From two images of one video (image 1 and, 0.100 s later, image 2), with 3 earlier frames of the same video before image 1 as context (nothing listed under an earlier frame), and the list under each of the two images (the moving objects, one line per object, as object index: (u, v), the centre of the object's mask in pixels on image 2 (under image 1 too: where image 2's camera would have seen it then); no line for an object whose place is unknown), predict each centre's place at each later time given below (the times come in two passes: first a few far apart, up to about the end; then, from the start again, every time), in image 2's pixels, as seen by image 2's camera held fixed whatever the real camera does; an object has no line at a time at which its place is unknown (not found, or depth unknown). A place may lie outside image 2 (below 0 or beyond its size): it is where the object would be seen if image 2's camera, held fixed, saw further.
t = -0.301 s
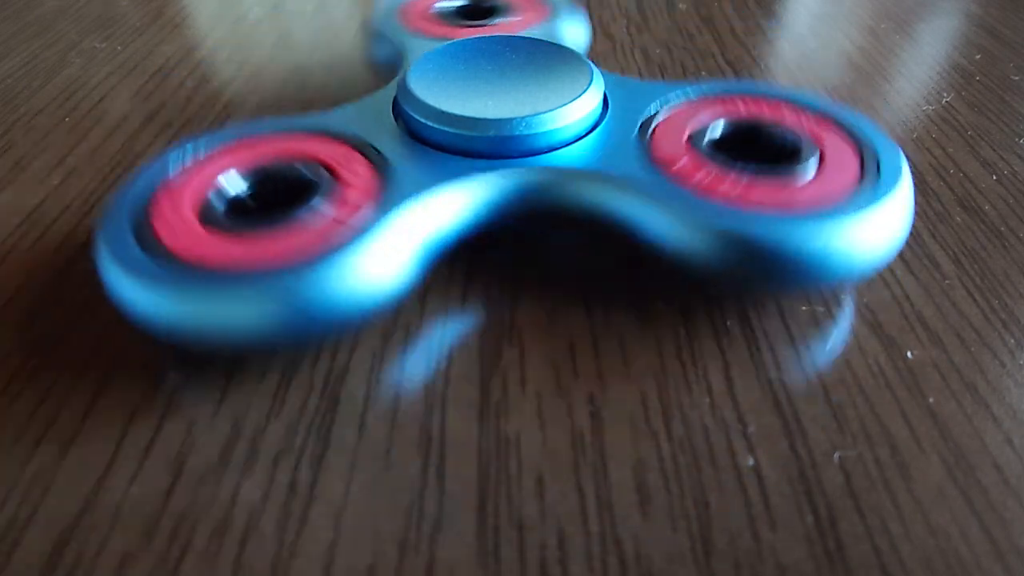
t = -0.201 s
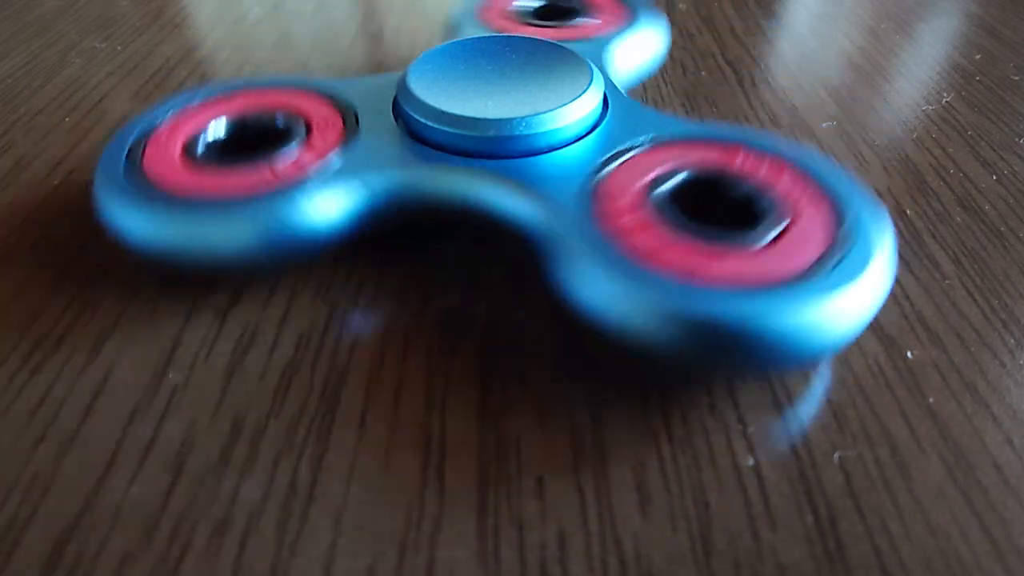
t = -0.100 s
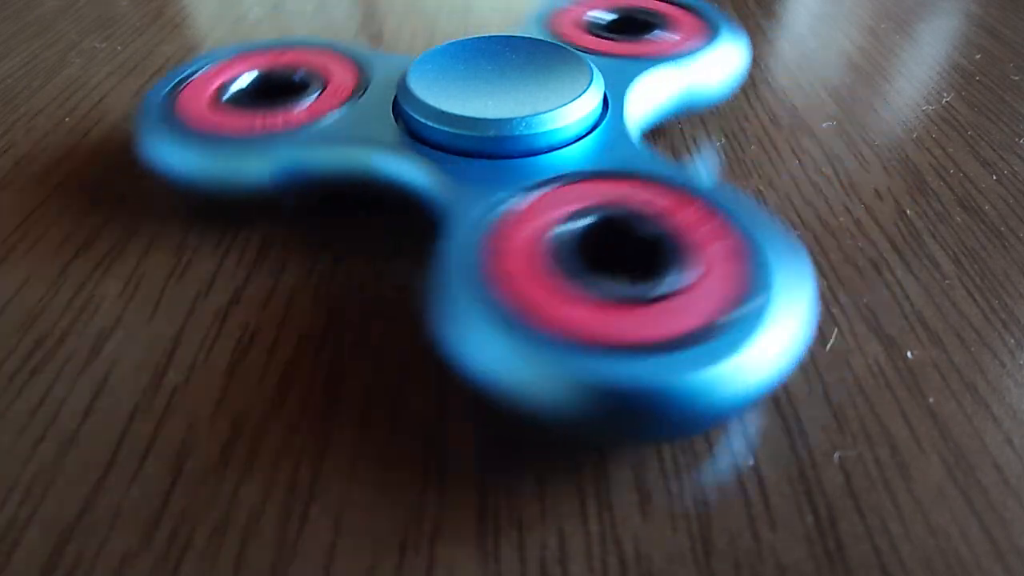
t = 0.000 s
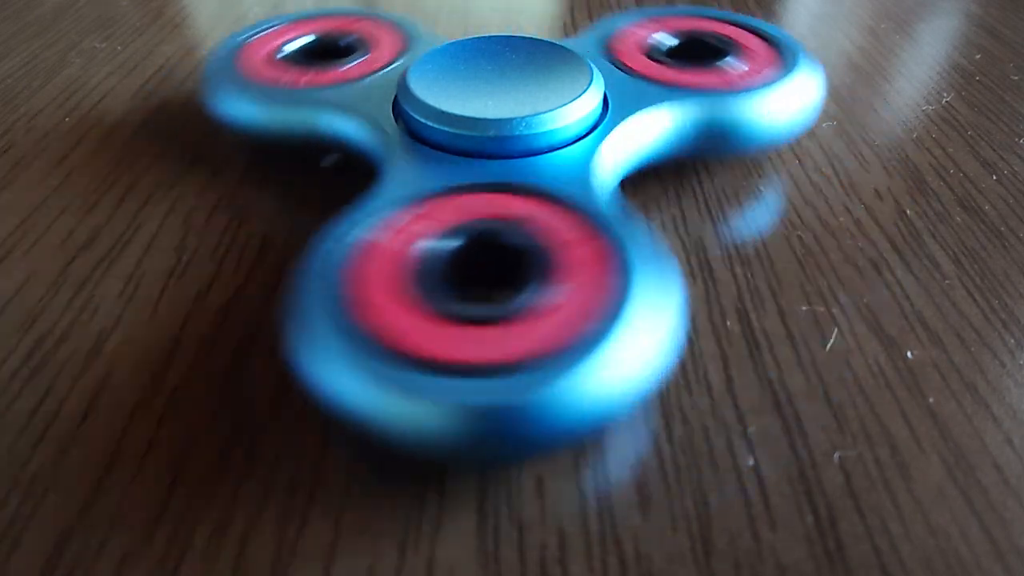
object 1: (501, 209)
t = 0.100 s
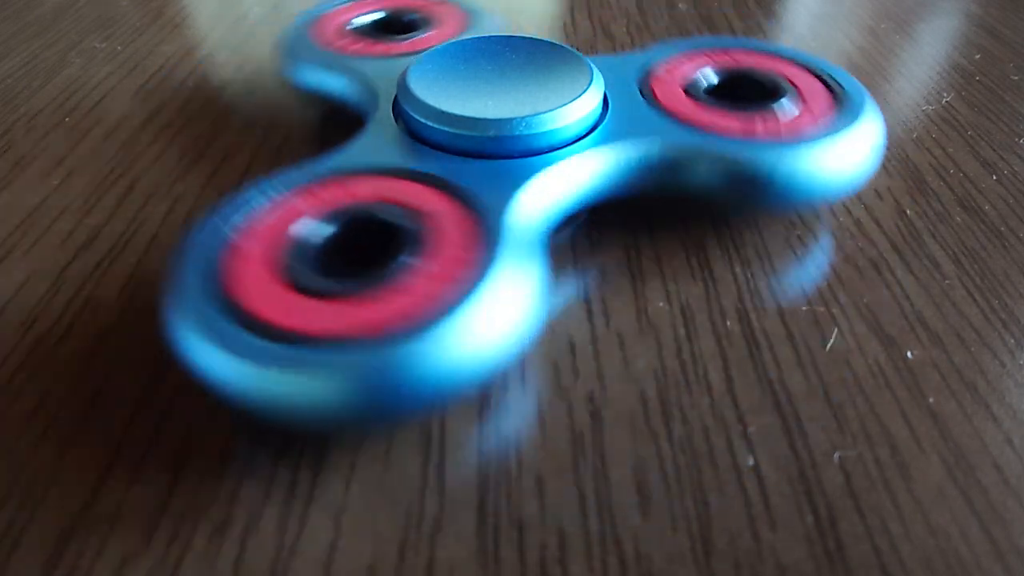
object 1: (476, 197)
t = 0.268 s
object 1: (512, 179)
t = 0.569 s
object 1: (482, 204)
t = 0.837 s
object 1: (526, 183)
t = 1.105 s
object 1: (480, 203)
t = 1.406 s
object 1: (534, 191)
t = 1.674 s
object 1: (476, 196)
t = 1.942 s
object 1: (534, 191)
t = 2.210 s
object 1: (474, 196)
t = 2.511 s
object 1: (534, 196)
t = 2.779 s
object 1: (474, 192)
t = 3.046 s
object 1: (535, 194)
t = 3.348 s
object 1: (476, 190)
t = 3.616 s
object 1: (535, 196)
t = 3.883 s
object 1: (473, 193)
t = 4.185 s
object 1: (533, 197)
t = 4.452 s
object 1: (474, 193)
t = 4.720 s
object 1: (534, 190)
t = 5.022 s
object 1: (475, 195)
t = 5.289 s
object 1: (532, 189)
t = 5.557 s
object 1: (480, 202)
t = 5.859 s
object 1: (528, 186)
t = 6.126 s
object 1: (485, 205)
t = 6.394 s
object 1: (513, 179)
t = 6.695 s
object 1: (496, 208)
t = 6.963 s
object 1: (499, 179)
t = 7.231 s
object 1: (519, 207)
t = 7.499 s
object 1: (478, 186)
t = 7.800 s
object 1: (530, 201)
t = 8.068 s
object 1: (474, 195)
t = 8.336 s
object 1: (528, 183)
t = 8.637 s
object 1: (484, 204)
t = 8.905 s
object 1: (508, 179)
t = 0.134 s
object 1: (476, 191)
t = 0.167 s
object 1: (480, 185)
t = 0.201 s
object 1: (488, 180)
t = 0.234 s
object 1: (500, 179)
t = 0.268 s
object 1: (512, 179)
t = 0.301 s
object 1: (522, 181)
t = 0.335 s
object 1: (531, 186)
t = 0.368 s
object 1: (534, 193)
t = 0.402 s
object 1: (534, 199)
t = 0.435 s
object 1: (527, 204)
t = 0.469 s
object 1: (518, 208)
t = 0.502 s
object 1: (505, 209)
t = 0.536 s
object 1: (493, 208)
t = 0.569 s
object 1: (482, 204)
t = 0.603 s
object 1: (476, 199)
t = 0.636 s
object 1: (473, 193)
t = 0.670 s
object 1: (475, 187)
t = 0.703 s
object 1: (482, 182)
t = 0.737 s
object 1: (493, 180)
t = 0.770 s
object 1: (505, 178)
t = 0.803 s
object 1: (516, 179)
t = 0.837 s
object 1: (526, 183)
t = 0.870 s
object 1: (533, 189)
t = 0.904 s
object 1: (534, 196)
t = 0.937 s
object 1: (531, 202)
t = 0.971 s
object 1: (522, 207)
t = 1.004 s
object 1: (512, 209)
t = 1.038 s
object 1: (499, 209)
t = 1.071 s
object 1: (488, 207)
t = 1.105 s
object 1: (480, 203)
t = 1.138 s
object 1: (475, 197)
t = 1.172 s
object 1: (475, 191)
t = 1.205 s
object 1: (479, 186)
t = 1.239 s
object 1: (487, 180)
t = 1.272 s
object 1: (498, 178)
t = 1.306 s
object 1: (510, 178)
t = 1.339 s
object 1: (521, 180)
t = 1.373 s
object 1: (529, 184)
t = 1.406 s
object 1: (534, 191)
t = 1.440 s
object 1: (535, 198)
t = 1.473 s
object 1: (531, 203)
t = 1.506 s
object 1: (521, 208)
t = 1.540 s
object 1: (510, 209)
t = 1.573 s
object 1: (498, 208)
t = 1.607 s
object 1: (487, 206)
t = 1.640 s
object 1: (480, 201)
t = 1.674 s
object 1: (476, 196)
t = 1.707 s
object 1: (476, 191)
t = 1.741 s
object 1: (480, 185)
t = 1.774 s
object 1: (487, 180)
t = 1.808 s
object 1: (498, 179)
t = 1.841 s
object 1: (510, 179)
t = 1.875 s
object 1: (520, 181)
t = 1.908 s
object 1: (529, 186)
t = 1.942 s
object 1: (534, 191)
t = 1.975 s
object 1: (534, 198)
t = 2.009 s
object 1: (529, 203)
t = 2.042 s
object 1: (521, 207)
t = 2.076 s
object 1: (510, 209)
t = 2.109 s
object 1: (498, 208)
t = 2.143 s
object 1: (486, 207)
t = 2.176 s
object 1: (479, 201)
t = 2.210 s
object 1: (474, 196)
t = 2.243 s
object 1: (475, 191)
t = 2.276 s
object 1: (478, 186)
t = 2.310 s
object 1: (486, 181)
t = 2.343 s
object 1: (496, 179)
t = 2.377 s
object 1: (508, 179)
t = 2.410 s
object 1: (519, 181)
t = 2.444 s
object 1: (528, 185)
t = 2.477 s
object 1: (534, 192)
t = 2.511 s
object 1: (534, 196)
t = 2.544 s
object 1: (530, 203)
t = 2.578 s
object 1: (521, 207)
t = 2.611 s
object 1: (511, 209)
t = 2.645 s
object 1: (500, 209)
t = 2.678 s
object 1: (489, 207)
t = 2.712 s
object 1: (480, 203)
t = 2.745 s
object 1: (475, 198)
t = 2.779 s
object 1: (474, 192)
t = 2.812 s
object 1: (478, 186)
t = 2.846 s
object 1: (485, 181)
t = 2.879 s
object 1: (494, 179)
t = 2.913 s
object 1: (505, 177)
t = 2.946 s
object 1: (517, 179)
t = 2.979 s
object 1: (526, 182)
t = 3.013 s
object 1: (532, 188)
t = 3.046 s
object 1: (535, 194)
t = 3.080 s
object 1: (532, 200)
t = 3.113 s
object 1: (527, 205)
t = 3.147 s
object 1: (517, 207)
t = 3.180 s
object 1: (506, 209)
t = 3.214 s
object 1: (495, 208)
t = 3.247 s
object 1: (485, 205)
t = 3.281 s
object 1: (479, 201)
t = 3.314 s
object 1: (476, 195)
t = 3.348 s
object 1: (476, 190)
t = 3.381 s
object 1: (481, 184)
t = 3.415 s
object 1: (487, 180)
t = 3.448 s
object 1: (498, 179)
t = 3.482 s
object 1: (510, 179)
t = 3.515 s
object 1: (520, 181)
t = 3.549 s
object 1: (528, 185)
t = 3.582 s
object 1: (534, 190)
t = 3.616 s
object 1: (535, 196)
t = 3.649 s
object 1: (531, 202)
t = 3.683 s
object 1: (523, 206)
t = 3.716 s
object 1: (513, 208)
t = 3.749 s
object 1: (502, 209)
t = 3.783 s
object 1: (491, 207)
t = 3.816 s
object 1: (481, 204)
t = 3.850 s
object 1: (475, 199)
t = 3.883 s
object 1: (473, 193)
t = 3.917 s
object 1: (476, 188)
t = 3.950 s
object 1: (481, 183)
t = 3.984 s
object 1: (489, 179)
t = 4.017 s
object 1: (500, 179)
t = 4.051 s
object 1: (511, 179)
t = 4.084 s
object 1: (520, 182)
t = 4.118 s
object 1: (529, 186)
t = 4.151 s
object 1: (534, 191)
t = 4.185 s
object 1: (533, 197)
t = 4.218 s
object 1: (530, 203)
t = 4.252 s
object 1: (522, 207)
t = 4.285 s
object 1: (511, 209)
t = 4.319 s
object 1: (500, 209)
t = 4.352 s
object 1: (490, 207)
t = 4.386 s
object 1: (481, 203)
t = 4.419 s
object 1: (476, 198)
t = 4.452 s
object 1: (474, 193)
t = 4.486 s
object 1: (476, 188)
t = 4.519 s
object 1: (482, 183)
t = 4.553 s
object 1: (489, 179)
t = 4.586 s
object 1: (500, 178)
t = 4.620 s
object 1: (511, 178)
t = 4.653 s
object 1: (521, 181)
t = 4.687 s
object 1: (529, 185)
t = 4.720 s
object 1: (534, 190)
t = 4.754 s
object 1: (535, 196)
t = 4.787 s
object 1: (531, 202)
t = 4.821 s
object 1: (524, 207)
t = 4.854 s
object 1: (515, 208)
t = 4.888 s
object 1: (504, 209)
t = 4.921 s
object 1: (493, 207)
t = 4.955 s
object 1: (484, 204)
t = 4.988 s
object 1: (478, 200)
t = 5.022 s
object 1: (475, 195)
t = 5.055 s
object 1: (477, 190)
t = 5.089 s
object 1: (481, 185)
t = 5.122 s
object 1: (488, 181)
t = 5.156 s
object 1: (498, 179)
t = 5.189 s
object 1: (508, 179)
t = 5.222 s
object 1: (518, 181)
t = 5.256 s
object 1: (526, 184)
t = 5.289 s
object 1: (532, 189)
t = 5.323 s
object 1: (535, 194)
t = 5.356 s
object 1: (533, 200)
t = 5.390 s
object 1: (527, 205)
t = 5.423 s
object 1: (518, 208)
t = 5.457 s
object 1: (508, 209)
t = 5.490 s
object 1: (497, 208)
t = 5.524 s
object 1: (487, 206)
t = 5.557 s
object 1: (480, 202)
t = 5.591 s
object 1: (474, 197)
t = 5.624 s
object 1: (473, 192)
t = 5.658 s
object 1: (476, 188)
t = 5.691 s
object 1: (482, 183)
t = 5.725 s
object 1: (490, 180)
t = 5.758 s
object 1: (501, 179)
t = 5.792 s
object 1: (511, 179)
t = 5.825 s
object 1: (521, 181)
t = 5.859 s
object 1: (528, 186)
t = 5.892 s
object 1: (534, 191)
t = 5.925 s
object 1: (534, 197)
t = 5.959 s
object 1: (530, 201)
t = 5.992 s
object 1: (524, 206)
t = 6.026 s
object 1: (515, 208)
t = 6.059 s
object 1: (505, 209)
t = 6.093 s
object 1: (494, 208)
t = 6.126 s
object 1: (485, 205)
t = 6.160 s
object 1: (479, 201)
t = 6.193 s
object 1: (474, 196)
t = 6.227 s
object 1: (475, 191)
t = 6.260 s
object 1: (478, 187)
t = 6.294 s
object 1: (484, 182)
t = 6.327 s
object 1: (492, 179)
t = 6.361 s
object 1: (502, 178)
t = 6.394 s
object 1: (513, 179)
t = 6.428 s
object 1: (522, 181)
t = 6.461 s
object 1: (530, 185)
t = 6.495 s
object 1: (534, 191)
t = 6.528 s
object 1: (534, 196)
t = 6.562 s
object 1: (532, 201)
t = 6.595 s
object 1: (525, 205)
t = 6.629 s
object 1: (516, 207)
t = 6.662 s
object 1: (506, 208)
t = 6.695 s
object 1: (496, 208)
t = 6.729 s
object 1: (486, 206)
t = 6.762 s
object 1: (480, 202)
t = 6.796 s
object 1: (476, 198)
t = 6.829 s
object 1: (474, 193)
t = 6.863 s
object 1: (477, 188)
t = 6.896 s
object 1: (483, 184)
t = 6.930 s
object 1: (491, 180)
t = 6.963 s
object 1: (499, 179)
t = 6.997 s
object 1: (510, 179)
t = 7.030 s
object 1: (518, 181)
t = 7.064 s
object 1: (526, 185)
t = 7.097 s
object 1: (533, 189)
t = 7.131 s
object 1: (534, 194)
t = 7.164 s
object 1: (533, 200)
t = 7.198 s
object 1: (527, 204)
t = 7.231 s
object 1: (519, 207)
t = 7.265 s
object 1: (510, 209)
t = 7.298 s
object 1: (500, 209)
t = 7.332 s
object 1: (490, 208)
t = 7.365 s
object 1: (481, 205)
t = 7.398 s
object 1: (477, 200)
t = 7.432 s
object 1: (473, 195)
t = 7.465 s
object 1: (474, 190)
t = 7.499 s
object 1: (478, 186)
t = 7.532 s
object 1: (484, 182)
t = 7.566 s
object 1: (493, 180)
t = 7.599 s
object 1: (502, 179)
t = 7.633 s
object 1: (512, 179)
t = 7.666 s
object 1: (521, 182)
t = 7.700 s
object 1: (528, 185)
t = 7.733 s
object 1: (532, 190)
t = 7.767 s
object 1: (533, 195)
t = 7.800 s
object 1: (530, 201)
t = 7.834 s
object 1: (526, 204)
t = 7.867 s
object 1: (517, 207)
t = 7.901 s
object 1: (508, 209)
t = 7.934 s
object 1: (498, 209)
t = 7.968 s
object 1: (488, 206)
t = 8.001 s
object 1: (481, 204)
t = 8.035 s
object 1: (476, 200)
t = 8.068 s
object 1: (474, 195)
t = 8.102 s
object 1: (475, 190)
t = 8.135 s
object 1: (478, 186)
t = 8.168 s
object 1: (484, 181)
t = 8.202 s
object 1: (493, 179)
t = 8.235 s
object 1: (503, 178)
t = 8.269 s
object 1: (512, 178)
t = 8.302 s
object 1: (522, 181)
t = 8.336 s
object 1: (528, 183)
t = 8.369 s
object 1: (532, 188)
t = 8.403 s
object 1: (534, 194)
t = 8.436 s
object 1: (532, 199)
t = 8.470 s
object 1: (528, 203)
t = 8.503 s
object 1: (520, 206)
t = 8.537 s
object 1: (511, 208)
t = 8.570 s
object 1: (501, 208)
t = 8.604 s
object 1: (492, 207)
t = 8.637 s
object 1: (484, 204)
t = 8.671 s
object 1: (479, 201)
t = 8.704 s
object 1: (475, 197)
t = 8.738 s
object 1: (475, 192)
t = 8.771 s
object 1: (477, 187)
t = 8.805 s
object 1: (482, 183)
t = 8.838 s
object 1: (489, 180)
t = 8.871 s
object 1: (498, 179)
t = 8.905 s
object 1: (508, 179)
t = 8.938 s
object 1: (517, 180)
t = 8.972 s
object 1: (524, 183)
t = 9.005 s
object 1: (530, 187)
